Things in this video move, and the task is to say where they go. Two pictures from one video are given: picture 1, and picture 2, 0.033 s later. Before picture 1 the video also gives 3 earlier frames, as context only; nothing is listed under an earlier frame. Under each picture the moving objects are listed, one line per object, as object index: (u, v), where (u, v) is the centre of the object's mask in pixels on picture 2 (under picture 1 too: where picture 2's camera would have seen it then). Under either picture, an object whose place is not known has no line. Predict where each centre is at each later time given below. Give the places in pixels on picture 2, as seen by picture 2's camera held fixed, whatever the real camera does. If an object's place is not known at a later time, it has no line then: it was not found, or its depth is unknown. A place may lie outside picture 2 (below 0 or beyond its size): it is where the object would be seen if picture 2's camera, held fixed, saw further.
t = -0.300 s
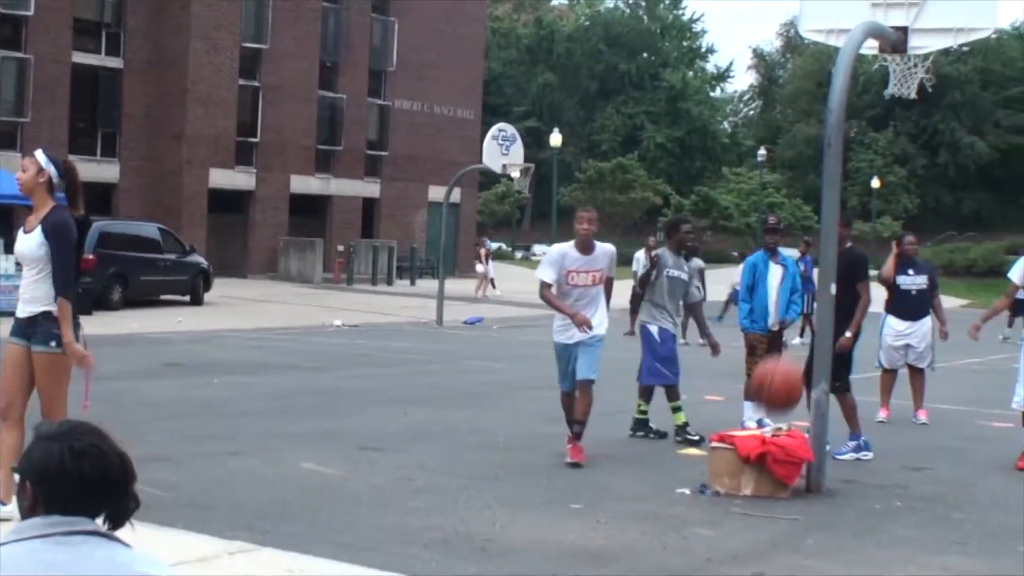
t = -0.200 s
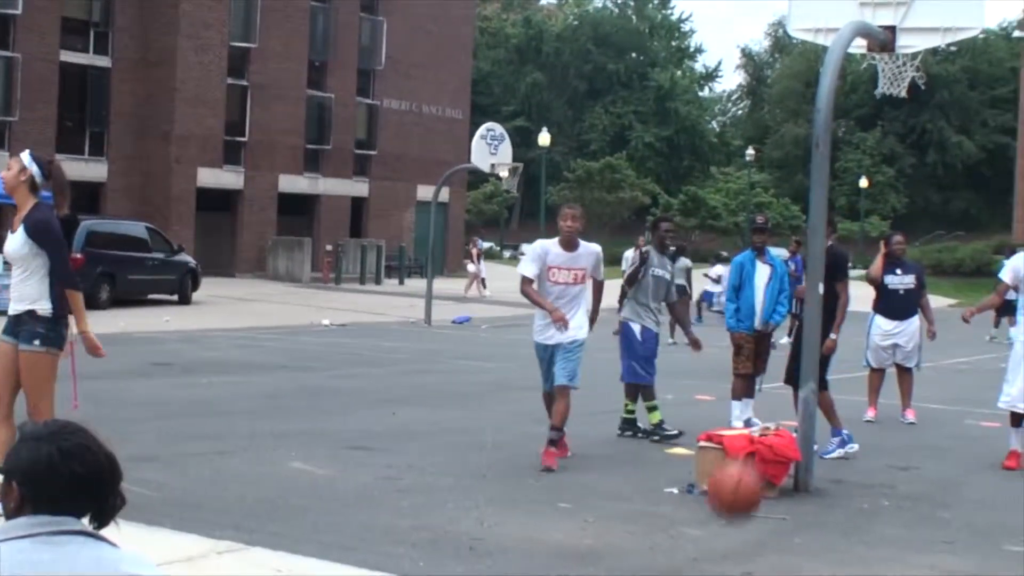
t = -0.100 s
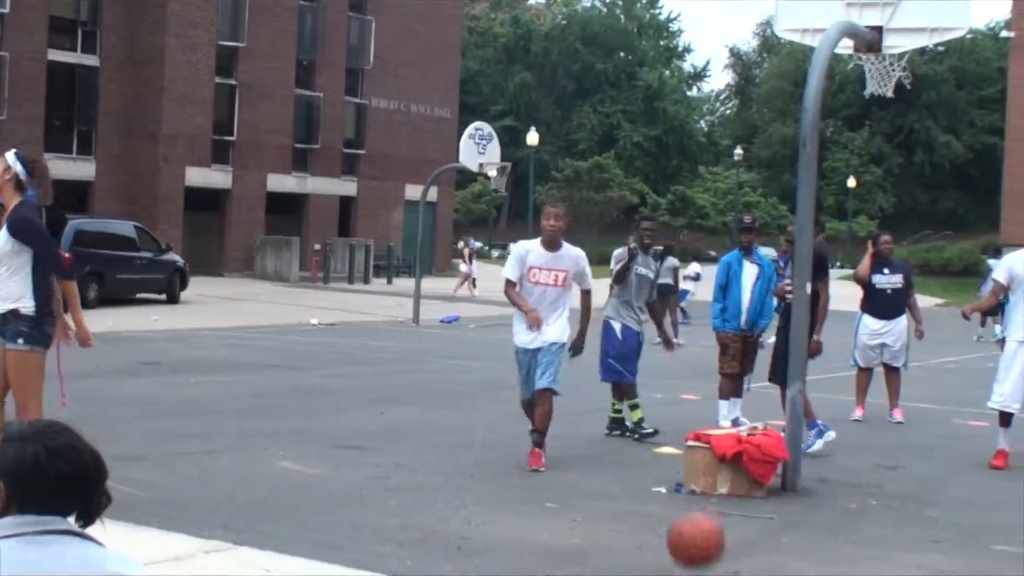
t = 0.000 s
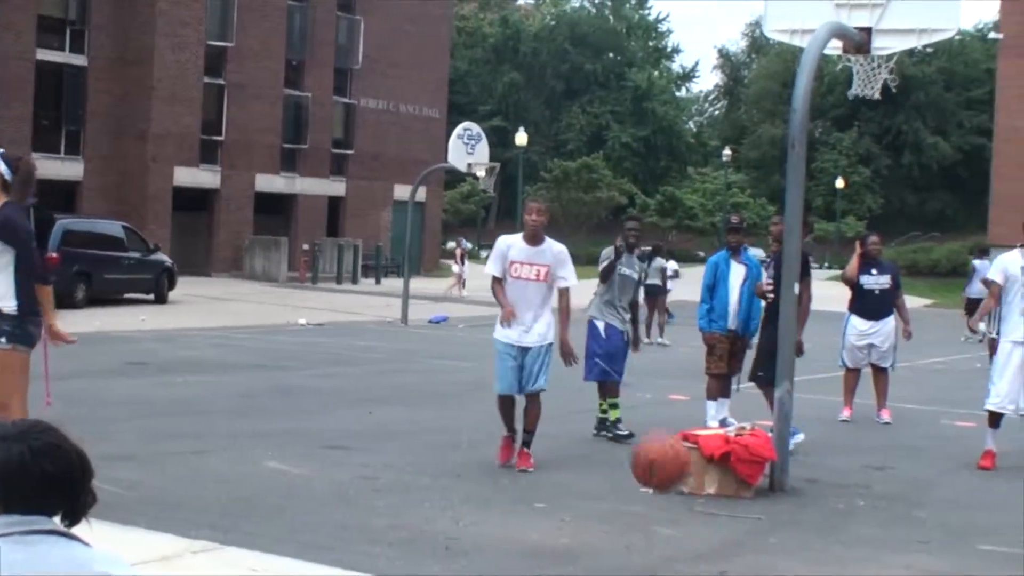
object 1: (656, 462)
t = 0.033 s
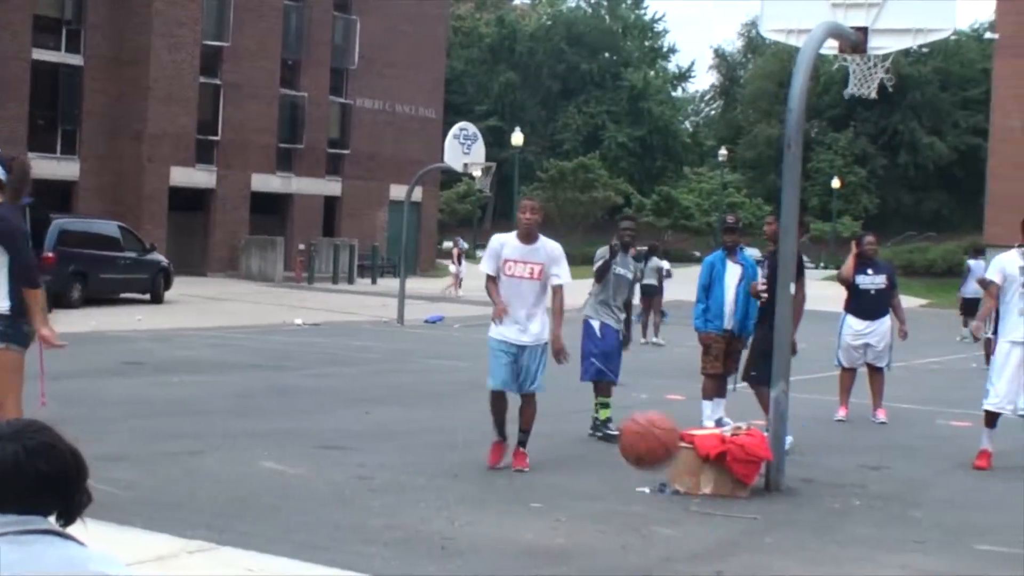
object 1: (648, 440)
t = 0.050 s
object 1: (644, 428)
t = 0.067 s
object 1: (639, 420)
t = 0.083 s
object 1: (636, 412)
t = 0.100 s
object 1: (632, 403)
